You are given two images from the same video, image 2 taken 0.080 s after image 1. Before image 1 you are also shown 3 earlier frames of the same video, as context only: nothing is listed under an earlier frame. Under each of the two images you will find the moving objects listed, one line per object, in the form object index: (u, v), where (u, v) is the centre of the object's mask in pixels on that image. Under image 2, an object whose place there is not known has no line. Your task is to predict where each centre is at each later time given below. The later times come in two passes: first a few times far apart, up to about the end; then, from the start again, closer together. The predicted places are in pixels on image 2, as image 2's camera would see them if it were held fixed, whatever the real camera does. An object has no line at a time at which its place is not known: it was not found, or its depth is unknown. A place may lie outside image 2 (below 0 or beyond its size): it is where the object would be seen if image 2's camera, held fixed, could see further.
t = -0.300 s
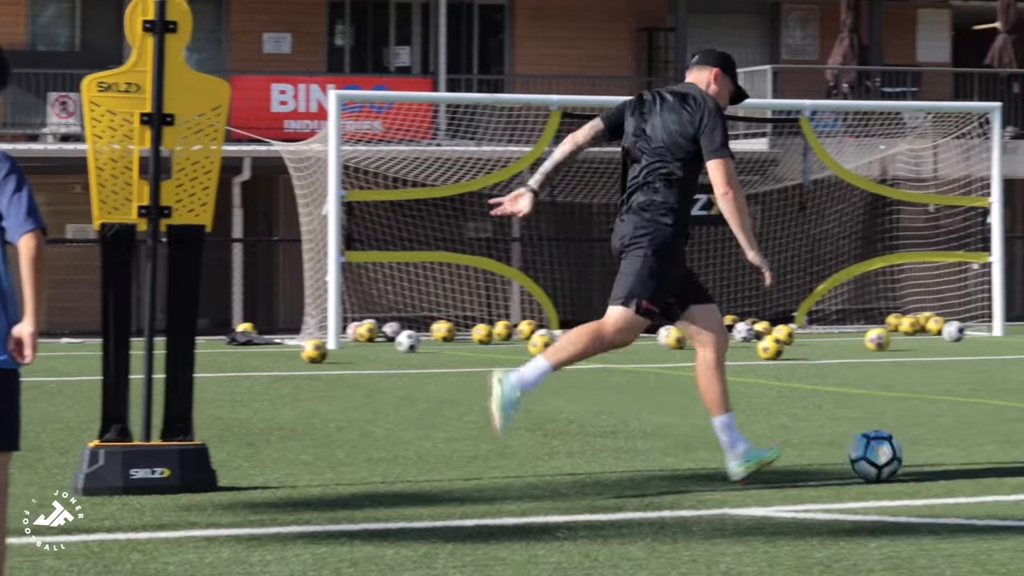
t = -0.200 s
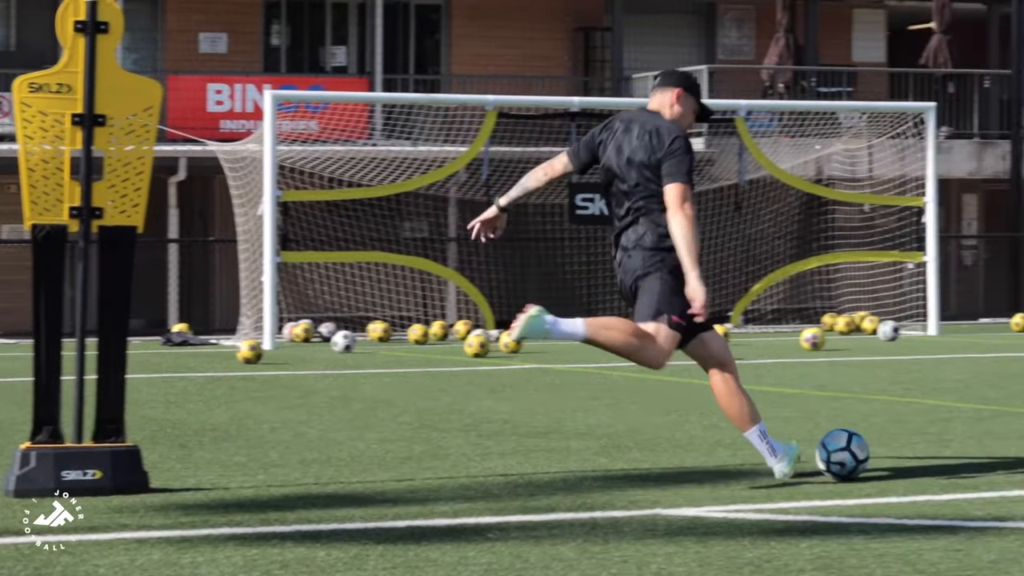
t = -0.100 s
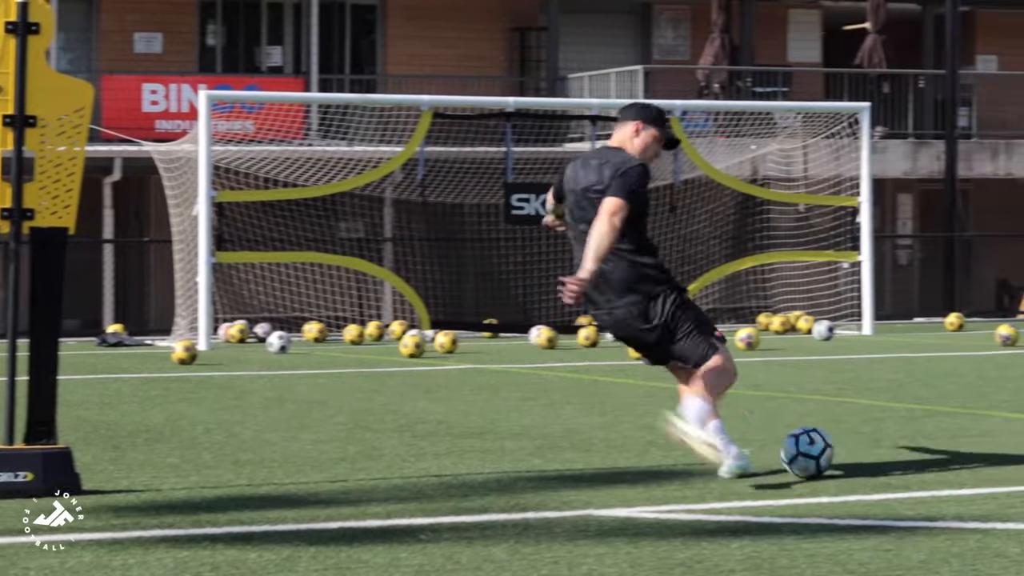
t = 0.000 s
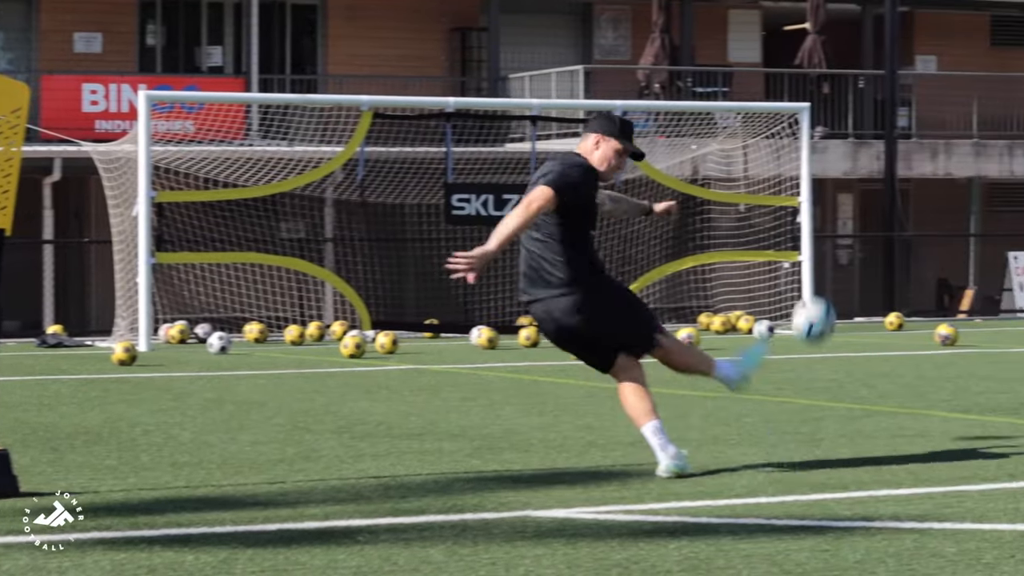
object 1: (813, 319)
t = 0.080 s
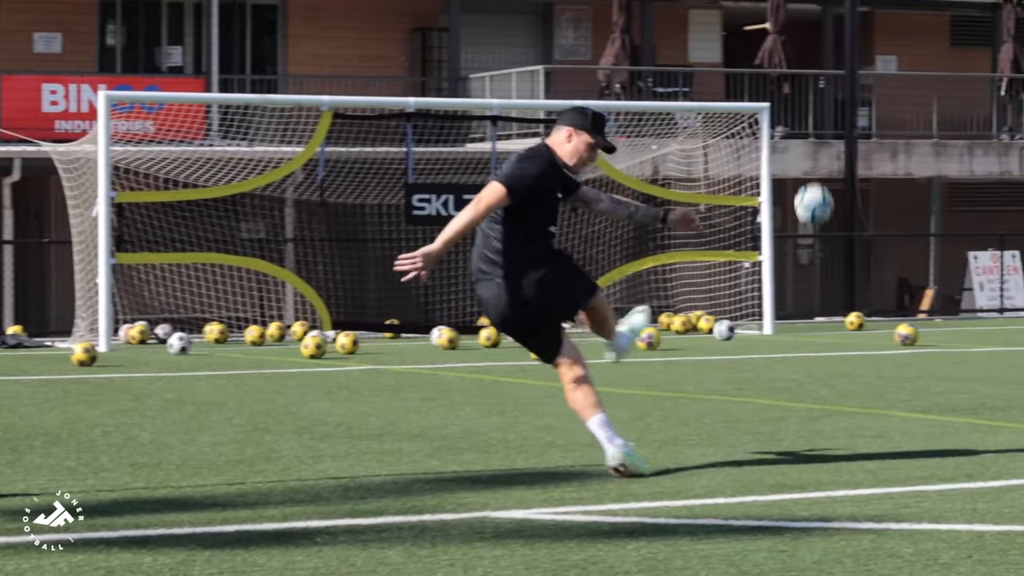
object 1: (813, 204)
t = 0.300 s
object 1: (836, 52)
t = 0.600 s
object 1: (790, 27)
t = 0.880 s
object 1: (723, 87)
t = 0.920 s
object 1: (713, 96)
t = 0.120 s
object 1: (824, 160)
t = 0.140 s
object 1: (828, 142)
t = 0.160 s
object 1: (831, 125)
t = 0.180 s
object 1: (834, 112)
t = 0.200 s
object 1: (836, 99)
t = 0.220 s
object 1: (837, 87)
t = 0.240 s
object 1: (838, 77)
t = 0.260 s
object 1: (838, 67)
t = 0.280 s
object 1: (837, 59)
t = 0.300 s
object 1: (836, 52)
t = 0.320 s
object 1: (834, 45)
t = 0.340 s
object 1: (832, 39)
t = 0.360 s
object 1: (830, 34)
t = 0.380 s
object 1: (828, 31)
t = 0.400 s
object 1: (825, 28)
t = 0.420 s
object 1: (823, 25)
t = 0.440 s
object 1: (820, 24)
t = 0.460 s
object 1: (817, 23)
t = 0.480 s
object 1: (814, 22)
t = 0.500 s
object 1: (811, 22)
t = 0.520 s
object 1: (807, 22)
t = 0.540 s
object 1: (803, 23)
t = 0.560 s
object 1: (798, 24)
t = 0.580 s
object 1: (795, 26)
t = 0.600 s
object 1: (790, 27)
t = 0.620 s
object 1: (786, 30)
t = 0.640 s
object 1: (781, 33)
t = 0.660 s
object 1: (777, 35)
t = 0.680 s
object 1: (773, 39)
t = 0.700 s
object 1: (768, 43)
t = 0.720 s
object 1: (763, 47)
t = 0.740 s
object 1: (758, 52)
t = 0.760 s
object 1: (753, 56)
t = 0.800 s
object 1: (743, 65)
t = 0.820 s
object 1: (738, 70)
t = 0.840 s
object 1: (733, 76)
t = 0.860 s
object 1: (727, 81)
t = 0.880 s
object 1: (723, 87)
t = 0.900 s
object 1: (717, 93)
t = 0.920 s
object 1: (713, 96)
